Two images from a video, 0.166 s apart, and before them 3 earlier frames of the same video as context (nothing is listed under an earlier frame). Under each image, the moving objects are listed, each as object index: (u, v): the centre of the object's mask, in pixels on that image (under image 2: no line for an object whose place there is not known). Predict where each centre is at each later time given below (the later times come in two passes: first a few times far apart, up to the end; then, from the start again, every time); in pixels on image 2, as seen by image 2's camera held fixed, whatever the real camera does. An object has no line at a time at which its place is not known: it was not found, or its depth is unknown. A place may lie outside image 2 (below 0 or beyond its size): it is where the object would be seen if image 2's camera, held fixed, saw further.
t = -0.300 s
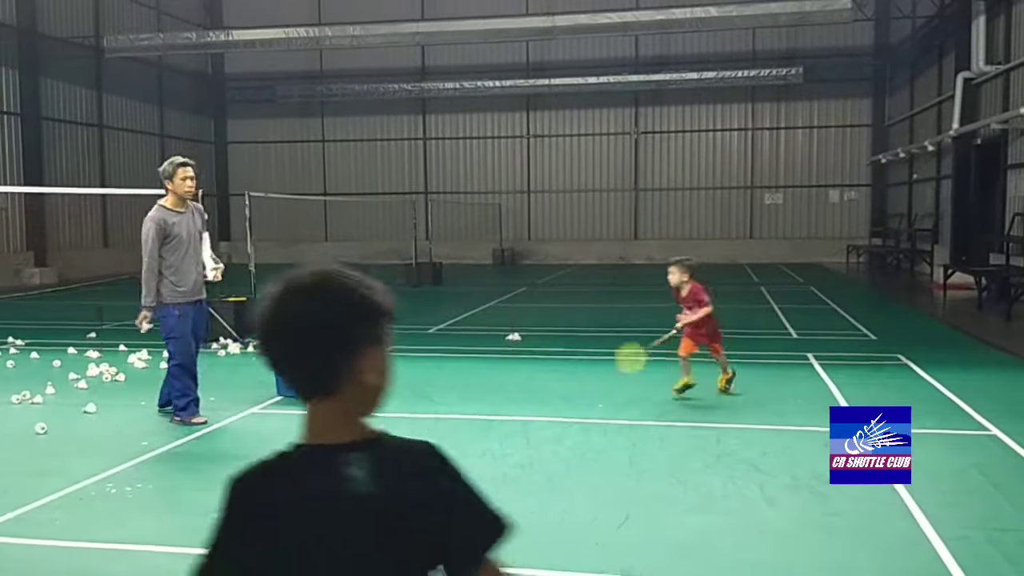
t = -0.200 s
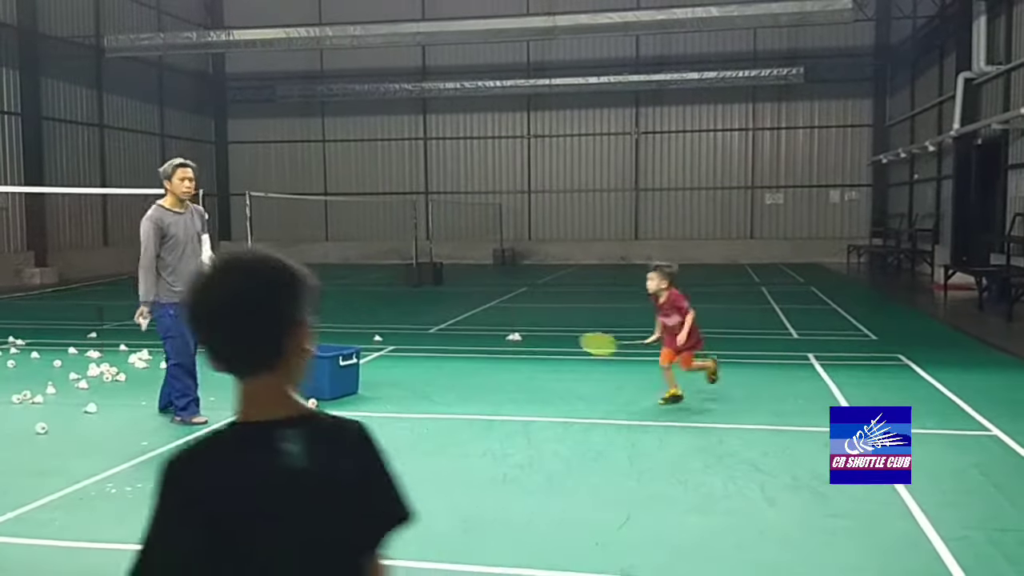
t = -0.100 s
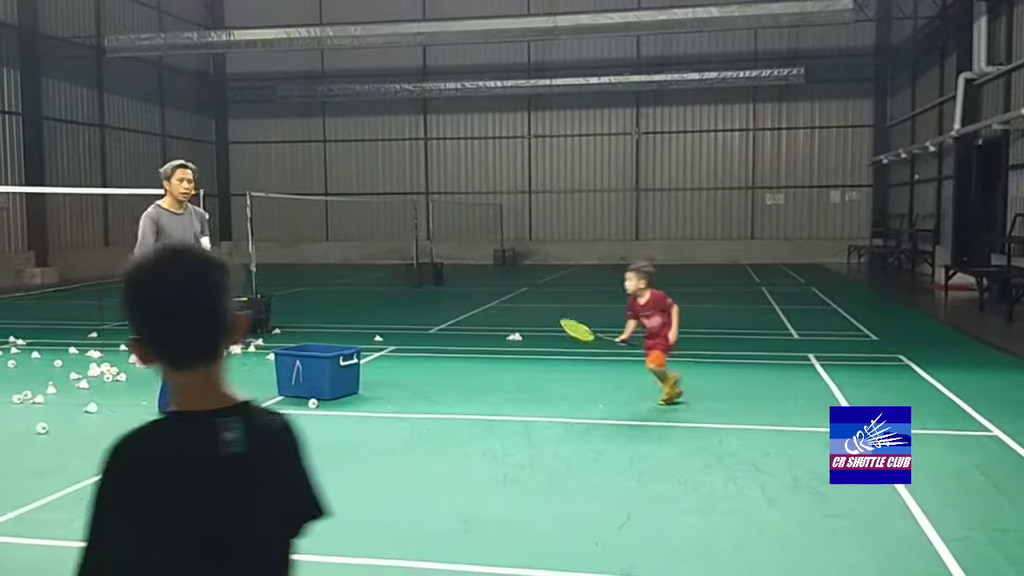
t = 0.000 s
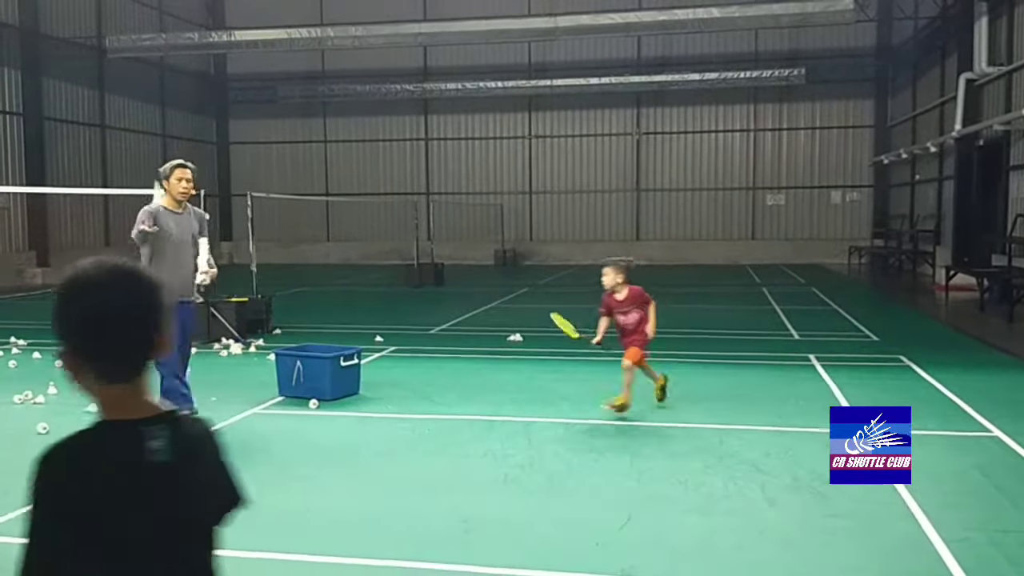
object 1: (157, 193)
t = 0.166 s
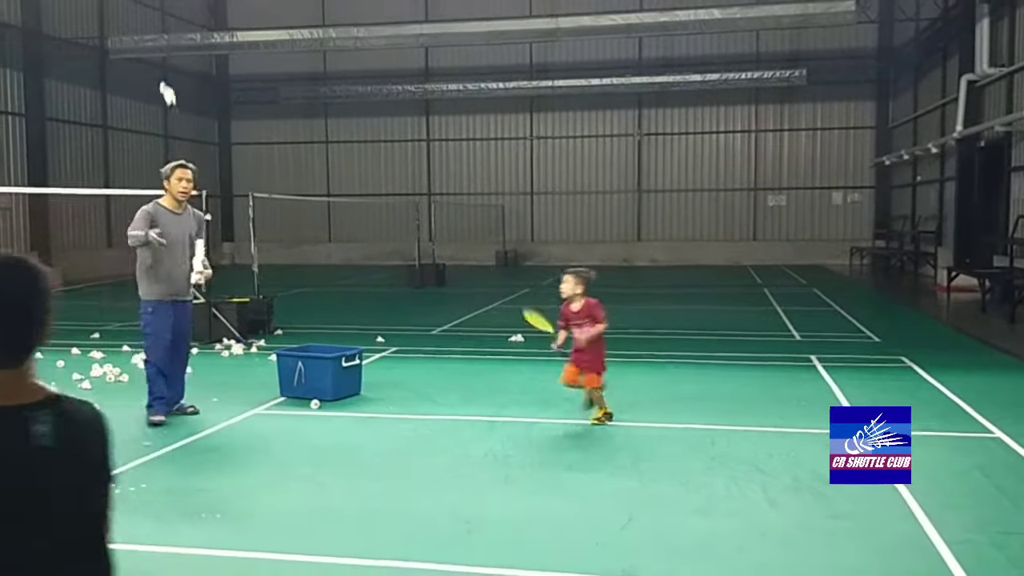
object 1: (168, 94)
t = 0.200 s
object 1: (166, 80)
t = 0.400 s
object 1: (170, 34)
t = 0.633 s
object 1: (192, 77)
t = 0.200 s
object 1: (166, 80)
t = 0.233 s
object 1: (166, 68)
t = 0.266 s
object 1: (166, 57)
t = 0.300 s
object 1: (166, 48)
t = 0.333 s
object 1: (166, 42)
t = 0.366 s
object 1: (168, 37)
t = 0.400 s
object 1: (170, 34)
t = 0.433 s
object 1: (171, 33)
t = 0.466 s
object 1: (174, 35)
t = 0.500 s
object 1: (177, 39)
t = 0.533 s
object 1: (180, 45)
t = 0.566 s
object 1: (184, 53)
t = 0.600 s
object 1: (188, 63)
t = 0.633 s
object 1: (192, 77)
